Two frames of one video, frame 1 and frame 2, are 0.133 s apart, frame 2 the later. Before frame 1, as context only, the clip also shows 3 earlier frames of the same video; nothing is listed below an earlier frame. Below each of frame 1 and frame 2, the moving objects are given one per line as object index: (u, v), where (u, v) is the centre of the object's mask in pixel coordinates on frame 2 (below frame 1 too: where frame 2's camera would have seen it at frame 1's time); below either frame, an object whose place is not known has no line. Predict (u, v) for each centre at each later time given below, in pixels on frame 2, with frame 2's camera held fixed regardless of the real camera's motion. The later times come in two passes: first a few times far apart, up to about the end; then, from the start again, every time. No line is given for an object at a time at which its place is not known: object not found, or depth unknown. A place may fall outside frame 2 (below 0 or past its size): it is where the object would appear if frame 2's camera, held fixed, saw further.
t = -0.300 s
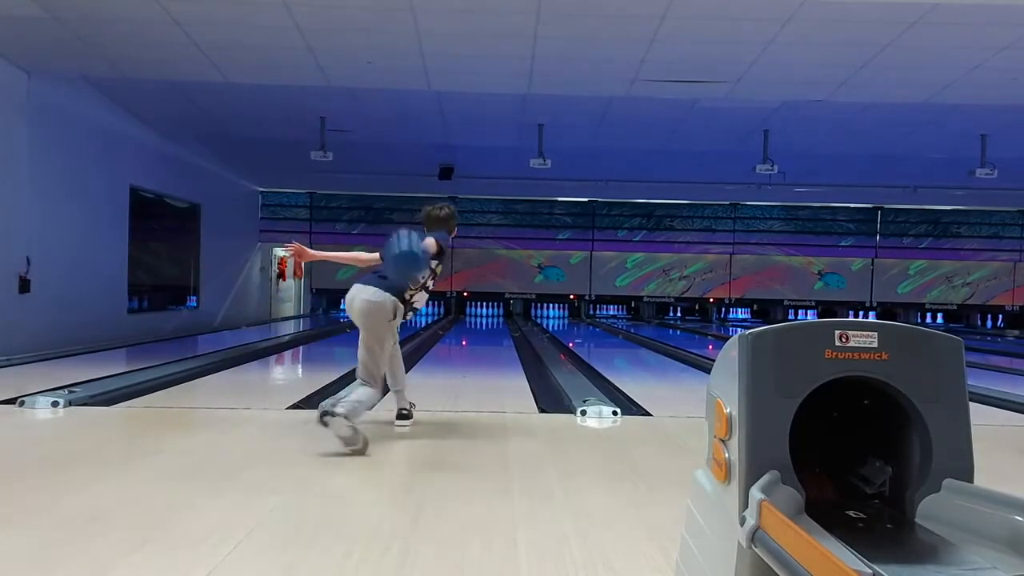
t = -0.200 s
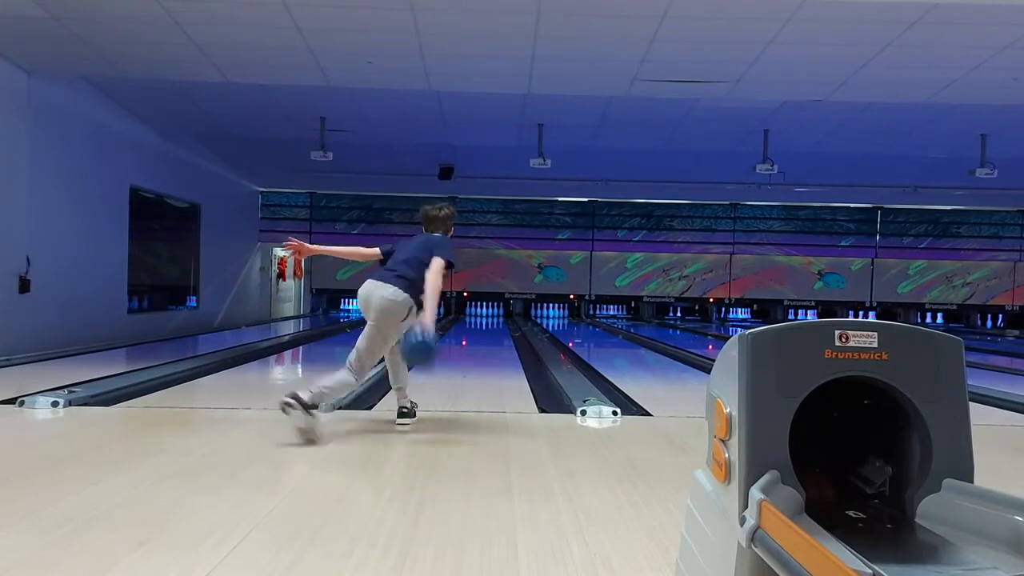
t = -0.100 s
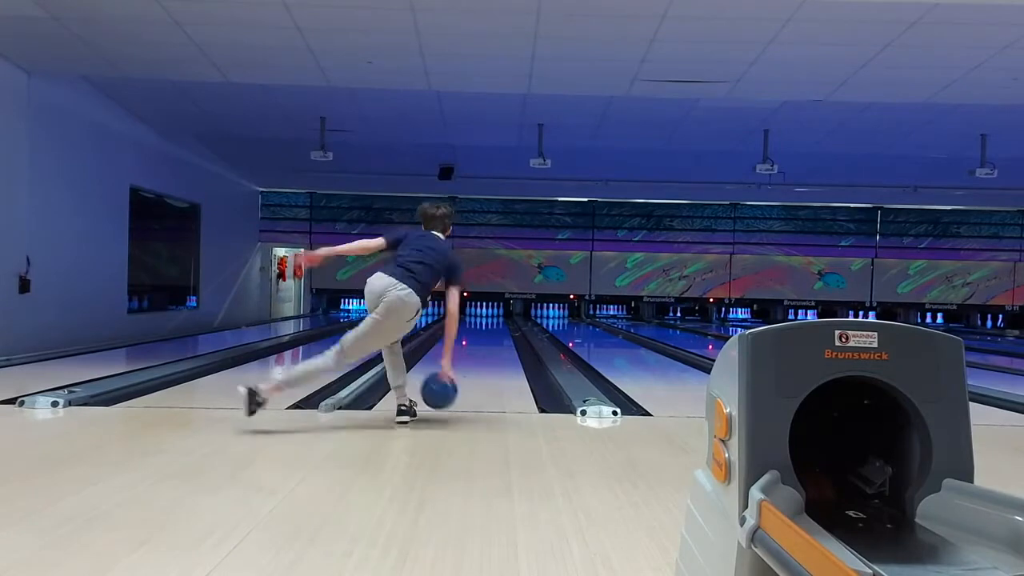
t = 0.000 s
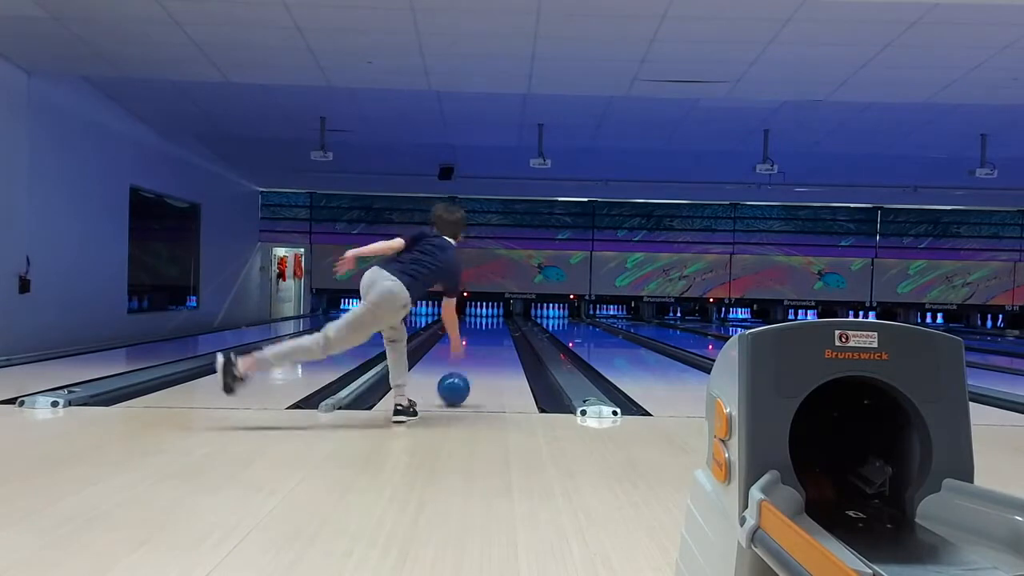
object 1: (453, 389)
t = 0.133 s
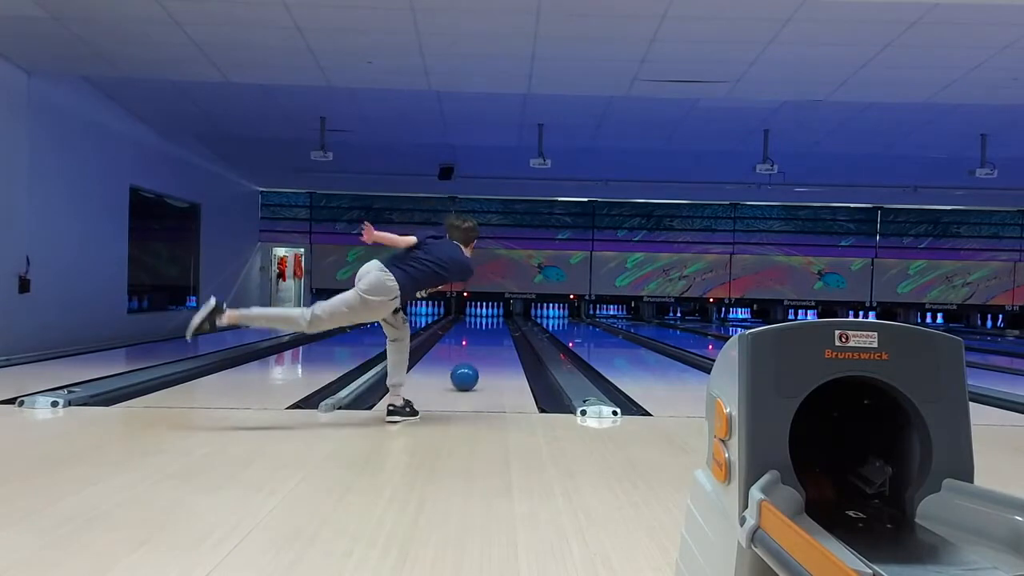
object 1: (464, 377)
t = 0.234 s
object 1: (471, 369)
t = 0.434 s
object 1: (480, 356)
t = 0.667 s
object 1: (487, 346)
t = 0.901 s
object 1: (490, 339)
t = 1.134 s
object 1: (495, 334)
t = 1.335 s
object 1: (497, 330)
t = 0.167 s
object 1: (466, 374)
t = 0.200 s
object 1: (468, 372)
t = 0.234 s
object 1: (471, 369)
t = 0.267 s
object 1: (473, 367)
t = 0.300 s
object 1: (474, 364)
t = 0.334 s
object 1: (475, 362)
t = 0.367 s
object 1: (478, 359)
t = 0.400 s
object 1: (479, 358)
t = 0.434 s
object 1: (480, 356)
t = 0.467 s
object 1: (481, 354)
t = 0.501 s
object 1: (482, 353)
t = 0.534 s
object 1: (483, 351)
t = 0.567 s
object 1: (484, 350)
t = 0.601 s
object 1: (485, 350)
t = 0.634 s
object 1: (486, 349)
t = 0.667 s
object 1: (487, 346)
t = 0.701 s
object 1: (488, 344)
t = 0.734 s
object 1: (488, 343)
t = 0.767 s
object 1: (489, 342)
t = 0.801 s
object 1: (490, 341)
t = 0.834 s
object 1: (490, 340)
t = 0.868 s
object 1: (490, 339)
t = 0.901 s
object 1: (490, 339)
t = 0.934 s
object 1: (492, 338)
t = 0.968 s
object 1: (494, 337)
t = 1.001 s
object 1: (494, 336)
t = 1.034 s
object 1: (495, 335)
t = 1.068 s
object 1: (493, 335)
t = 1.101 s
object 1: (493, 334)
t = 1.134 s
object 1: (495, 334)
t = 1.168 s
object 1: (495, 333)
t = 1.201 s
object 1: (495, 332)
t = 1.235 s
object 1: (496, 332)
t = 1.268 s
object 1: (495, 332)
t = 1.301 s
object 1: (495, 332)
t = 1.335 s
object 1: (497, 330)
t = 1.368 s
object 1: (498, 330)
